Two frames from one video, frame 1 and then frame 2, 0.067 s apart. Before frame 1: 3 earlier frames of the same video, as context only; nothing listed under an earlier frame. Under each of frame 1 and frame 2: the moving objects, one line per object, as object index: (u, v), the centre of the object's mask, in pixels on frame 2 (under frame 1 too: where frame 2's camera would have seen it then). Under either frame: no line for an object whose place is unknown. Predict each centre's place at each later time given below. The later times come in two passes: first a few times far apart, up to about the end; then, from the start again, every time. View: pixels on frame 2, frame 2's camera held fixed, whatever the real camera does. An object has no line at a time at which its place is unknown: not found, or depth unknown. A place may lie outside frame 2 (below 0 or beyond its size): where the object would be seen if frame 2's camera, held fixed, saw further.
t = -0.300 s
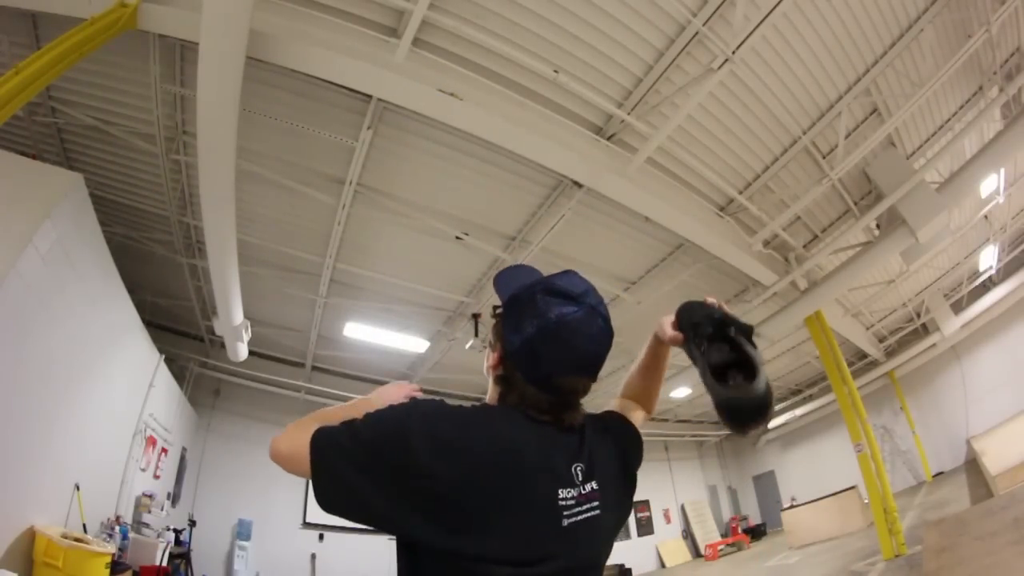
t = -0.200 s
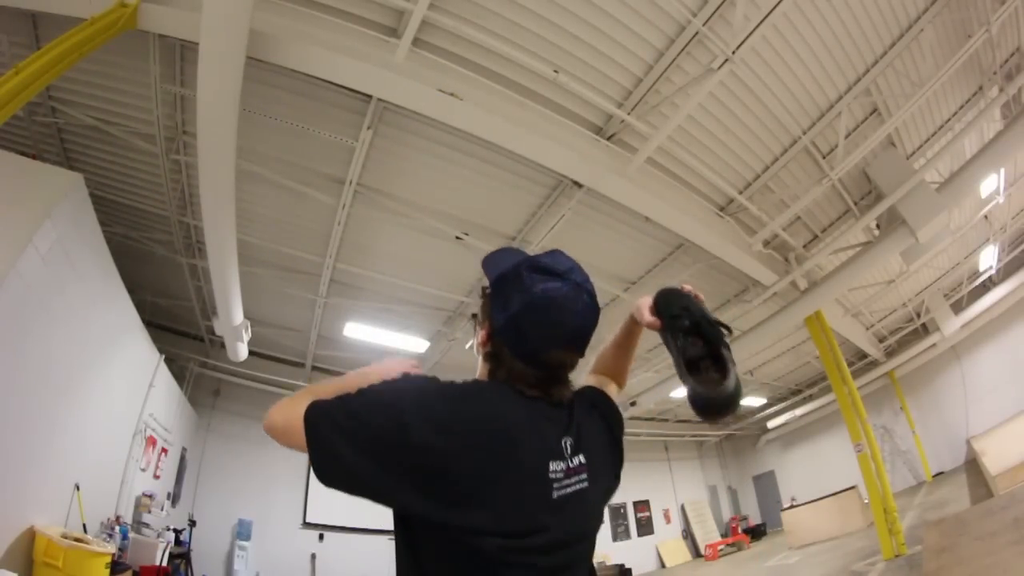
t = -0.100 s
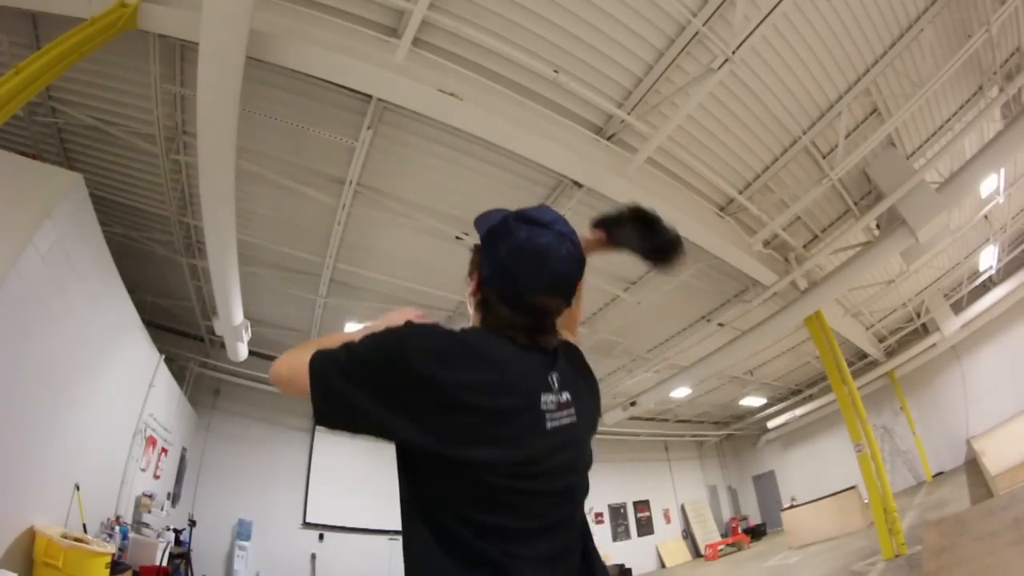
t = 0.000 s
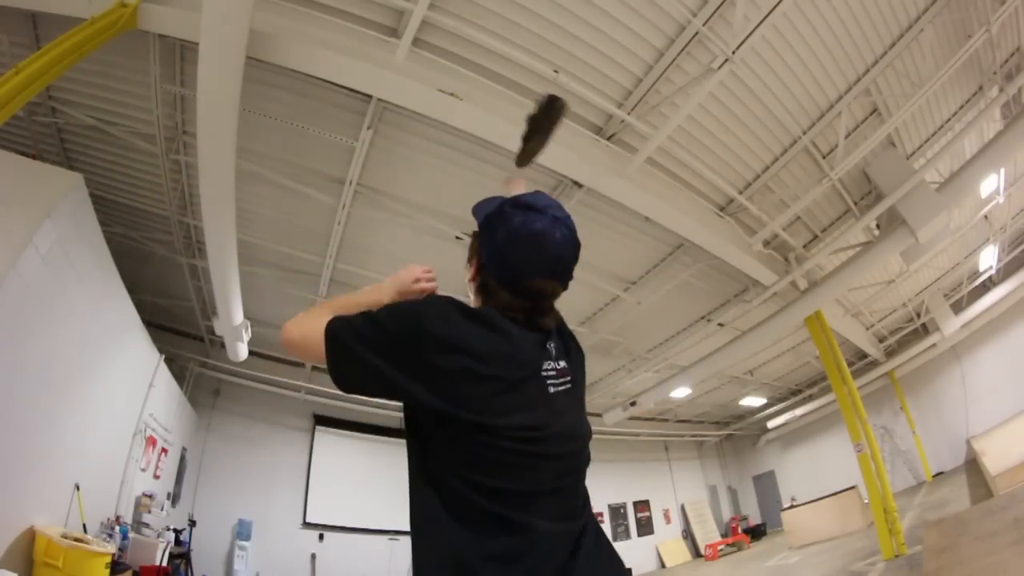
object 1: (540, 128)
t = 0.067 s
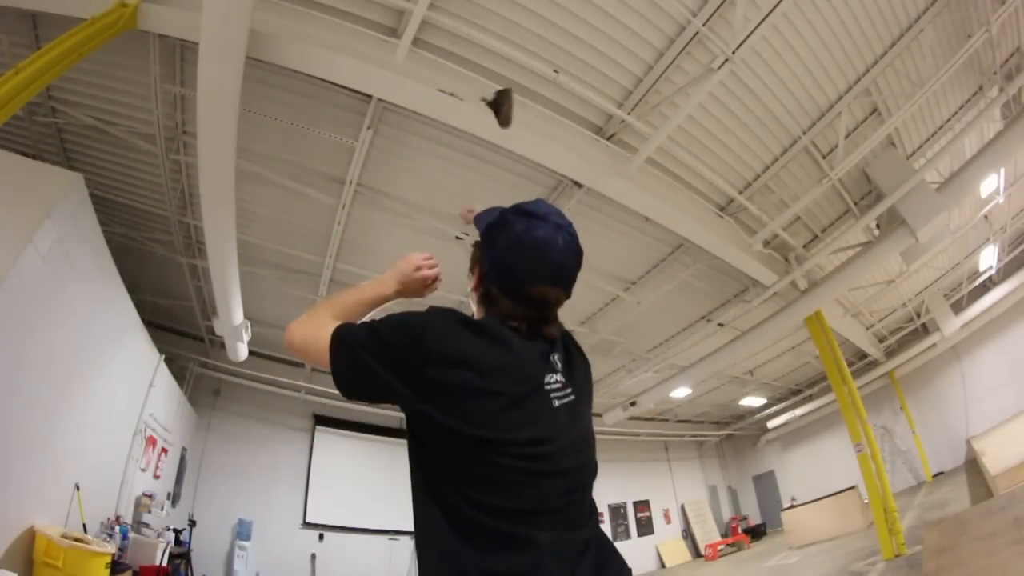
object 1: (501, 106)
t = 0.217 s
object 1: (460, 88)
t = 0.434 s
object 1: (479, 109)
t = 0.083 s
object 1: (492, 103)
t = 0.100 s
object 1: (486, 101)
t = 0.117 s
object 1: (482, 99)
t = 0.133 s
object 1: (479, 96)
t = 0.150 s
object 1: (476, 93)
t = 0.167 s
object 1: (472, 91)
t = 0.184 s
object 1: (468, 90)
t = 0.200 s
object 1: (464, 89)
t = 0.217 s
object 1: (460, 88)
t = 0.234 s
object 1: (460, 88)
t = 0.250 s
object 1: (462, 89)
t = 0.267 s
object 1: (463, 89)
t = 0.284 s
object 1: (464, 90)
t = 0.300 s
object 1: (466, 90)
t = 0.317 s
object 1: (467, 91)
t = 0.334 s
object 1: (469, 93)
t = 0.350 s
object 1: (470, 95)
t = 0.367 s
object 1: (472, 98)
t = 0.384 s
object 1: (474, 100)
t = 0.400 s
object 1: (476, 103)
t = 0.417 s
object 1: (477, 106)
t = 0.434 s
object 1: (479, 109)
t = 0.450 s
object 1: (480, 114)
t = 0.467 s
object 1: (482, 118)
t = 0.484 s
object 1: (483, 123)
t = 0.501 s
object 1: (484, 129)
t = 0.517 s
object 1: (487, 135)
